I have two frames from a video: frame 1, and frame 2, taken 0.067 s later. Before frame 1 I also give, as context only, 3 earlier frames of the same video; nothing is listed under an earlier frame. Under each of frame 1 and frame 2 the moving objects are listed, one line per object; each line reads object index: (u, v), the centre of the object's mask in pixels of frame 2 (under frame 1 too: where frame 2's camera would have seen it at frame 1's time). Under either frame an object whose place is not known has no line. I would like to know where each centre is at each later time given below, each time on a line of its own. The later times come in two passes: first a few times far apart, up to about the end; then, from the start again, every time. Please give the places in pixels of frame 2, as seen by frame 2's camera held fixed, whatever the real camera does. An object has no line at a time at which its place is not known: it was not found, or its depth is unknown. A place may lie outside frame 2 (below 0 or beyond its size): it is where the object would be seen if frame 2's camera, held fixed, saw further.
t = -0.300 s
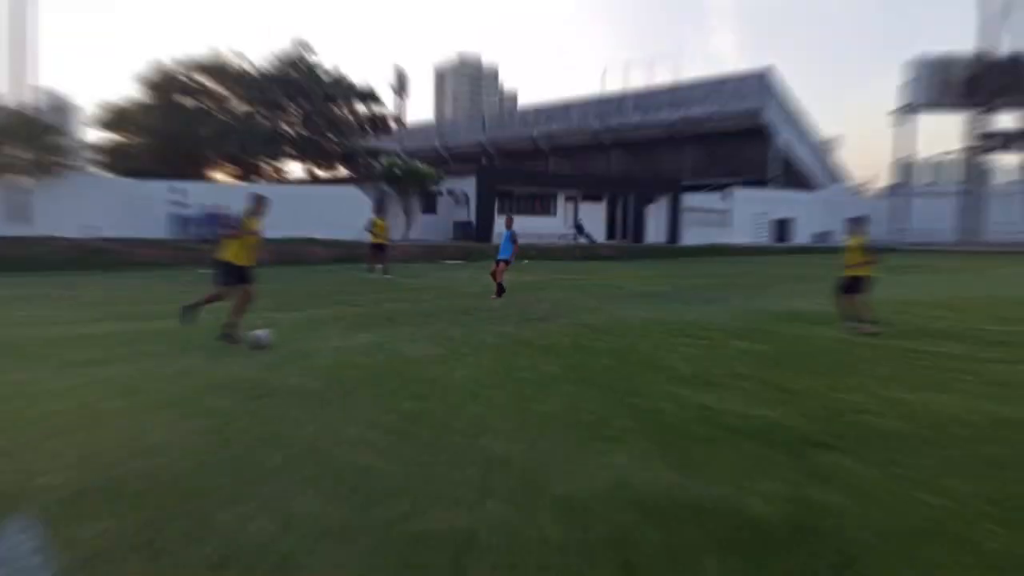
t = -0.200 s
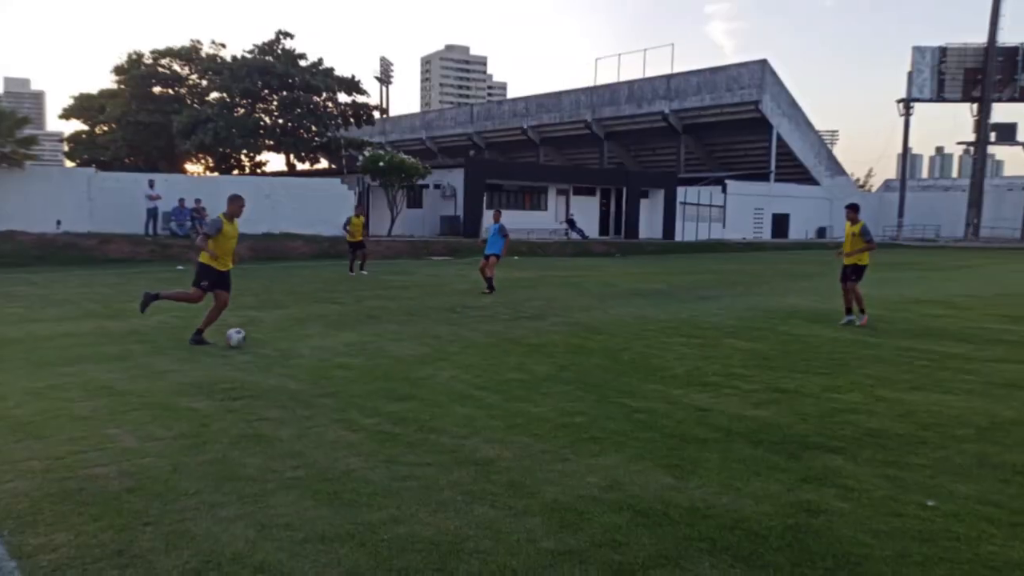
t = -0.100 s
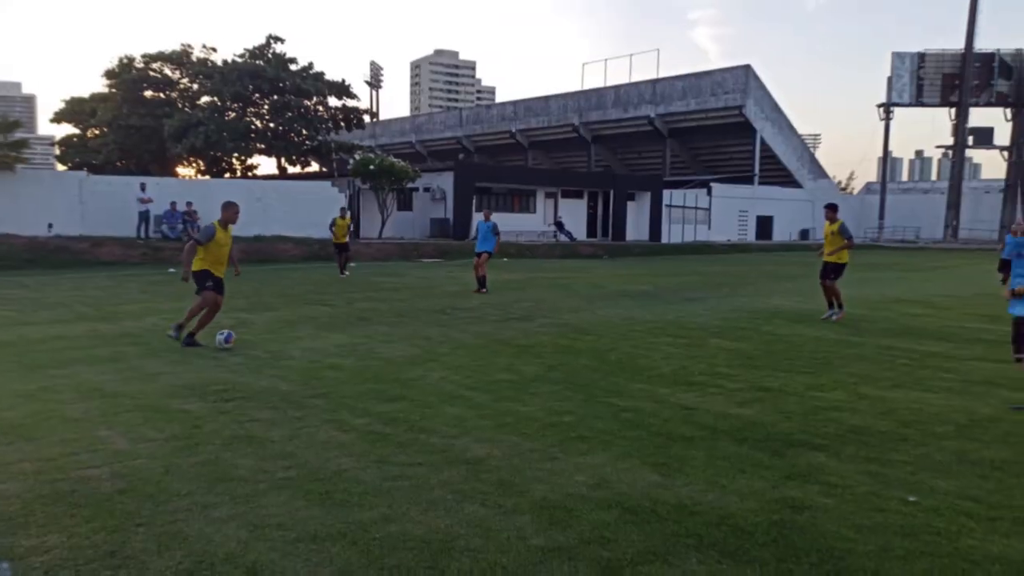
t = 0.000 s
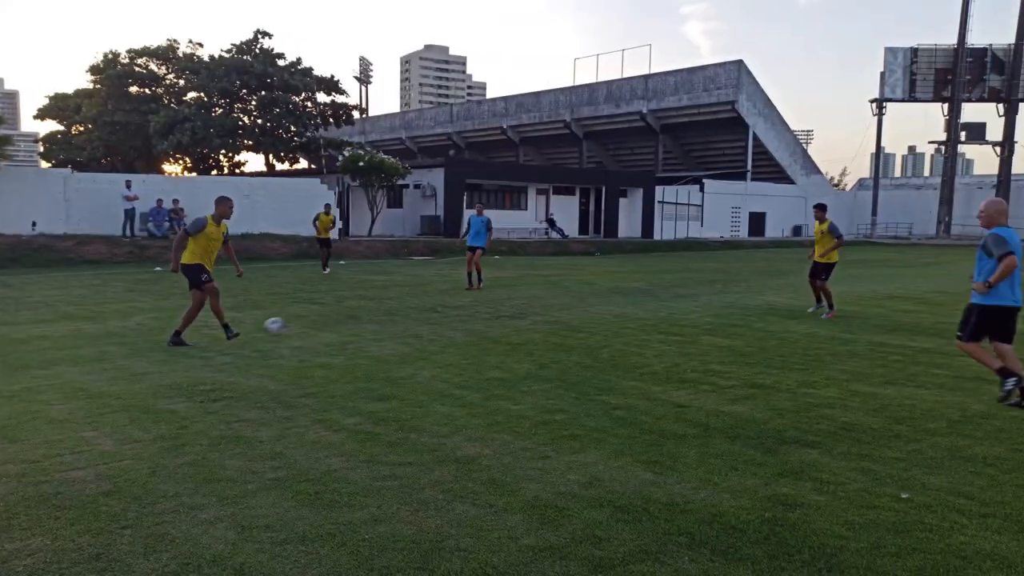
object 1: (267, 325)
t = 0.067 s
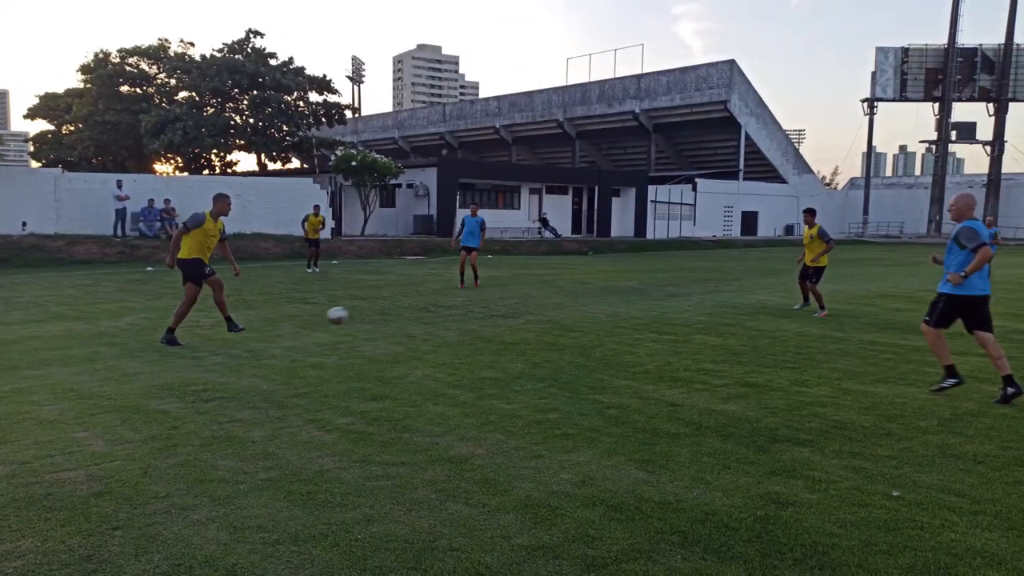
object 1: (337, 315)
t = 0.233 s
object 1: (480, 303)
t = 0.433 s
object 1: (604, 302)
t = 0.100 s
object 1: (369, 311)
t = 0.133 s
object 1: (399, 308)
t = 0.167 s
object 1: (428, 305)
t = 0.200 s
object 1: (456, 304)
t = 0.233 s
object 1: (480, 303)
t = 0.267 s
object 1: (504, 305)
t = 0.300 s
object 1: (527, 306)
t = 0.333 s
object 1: (550, 308)
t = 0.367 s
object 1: (571, 310)
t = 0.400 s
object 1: (588, 306)
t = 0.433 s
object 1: (604, 302)
